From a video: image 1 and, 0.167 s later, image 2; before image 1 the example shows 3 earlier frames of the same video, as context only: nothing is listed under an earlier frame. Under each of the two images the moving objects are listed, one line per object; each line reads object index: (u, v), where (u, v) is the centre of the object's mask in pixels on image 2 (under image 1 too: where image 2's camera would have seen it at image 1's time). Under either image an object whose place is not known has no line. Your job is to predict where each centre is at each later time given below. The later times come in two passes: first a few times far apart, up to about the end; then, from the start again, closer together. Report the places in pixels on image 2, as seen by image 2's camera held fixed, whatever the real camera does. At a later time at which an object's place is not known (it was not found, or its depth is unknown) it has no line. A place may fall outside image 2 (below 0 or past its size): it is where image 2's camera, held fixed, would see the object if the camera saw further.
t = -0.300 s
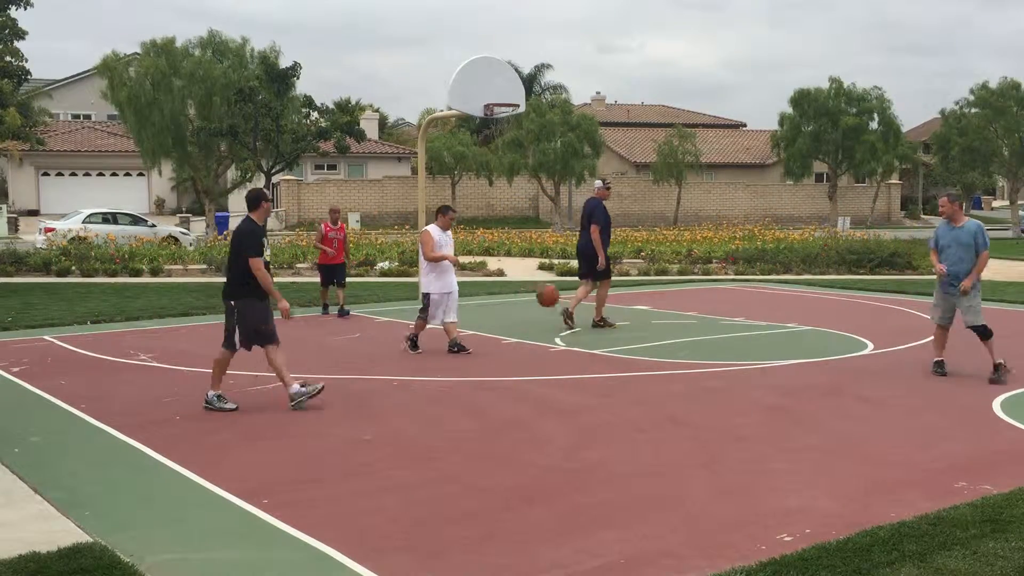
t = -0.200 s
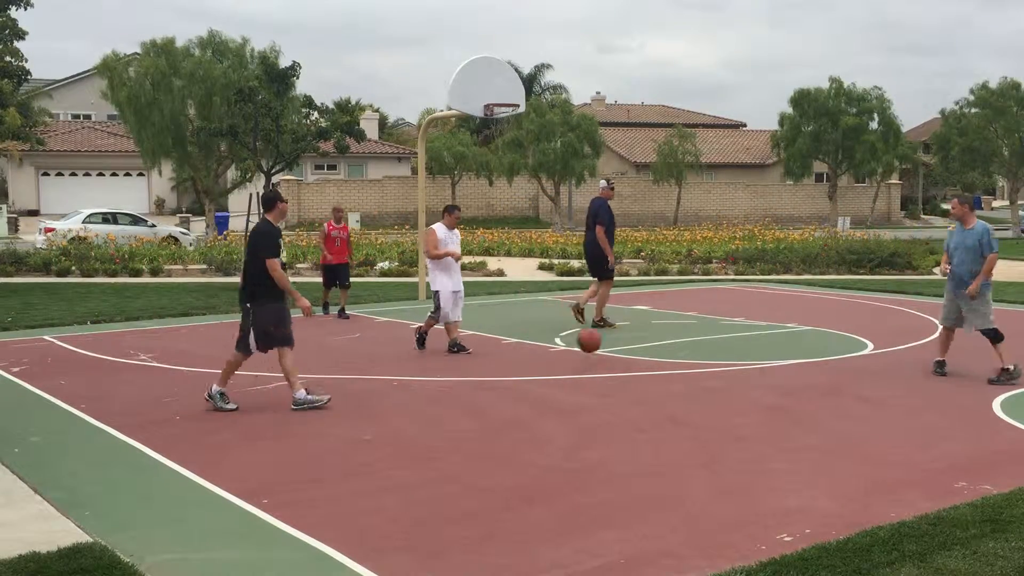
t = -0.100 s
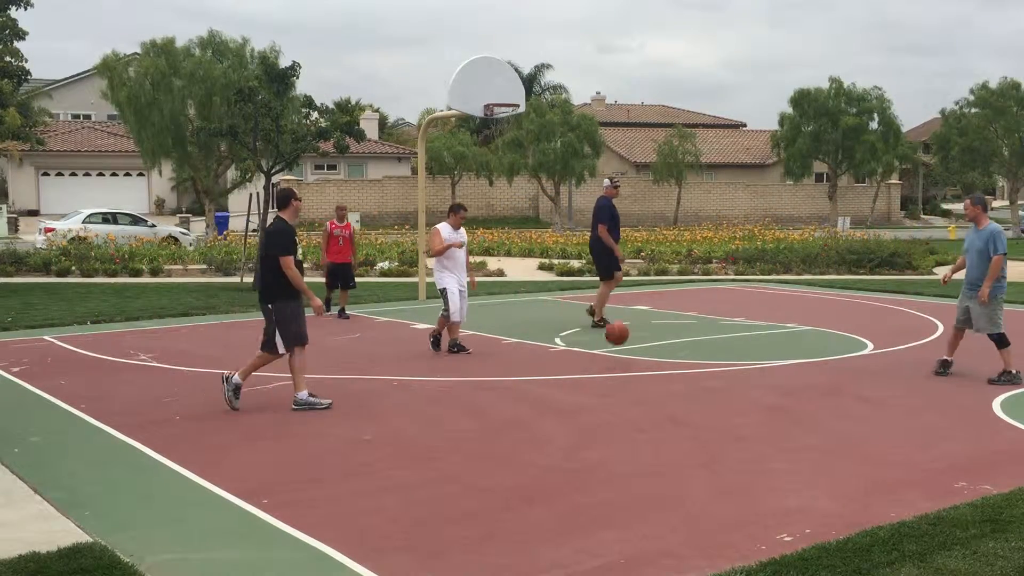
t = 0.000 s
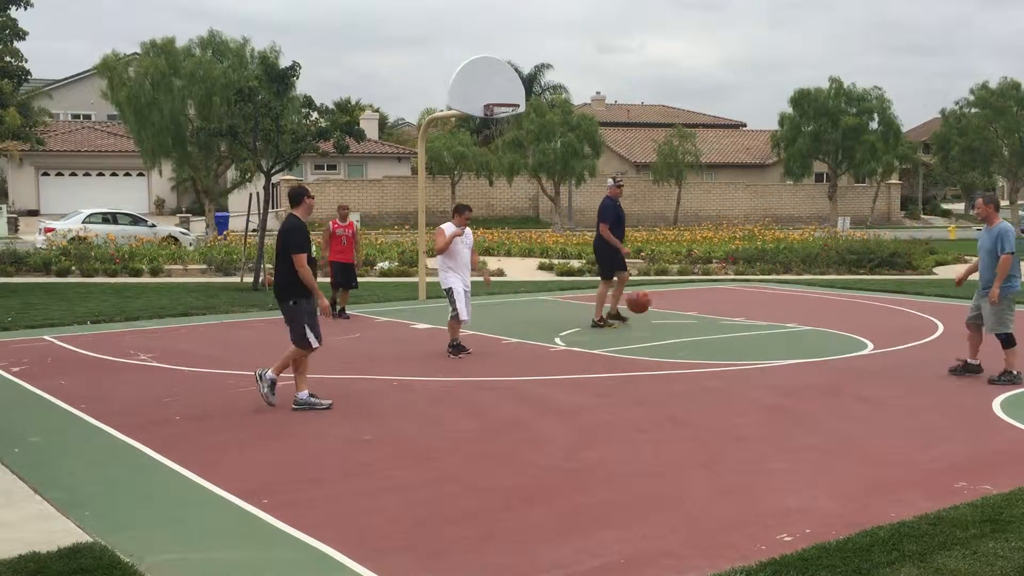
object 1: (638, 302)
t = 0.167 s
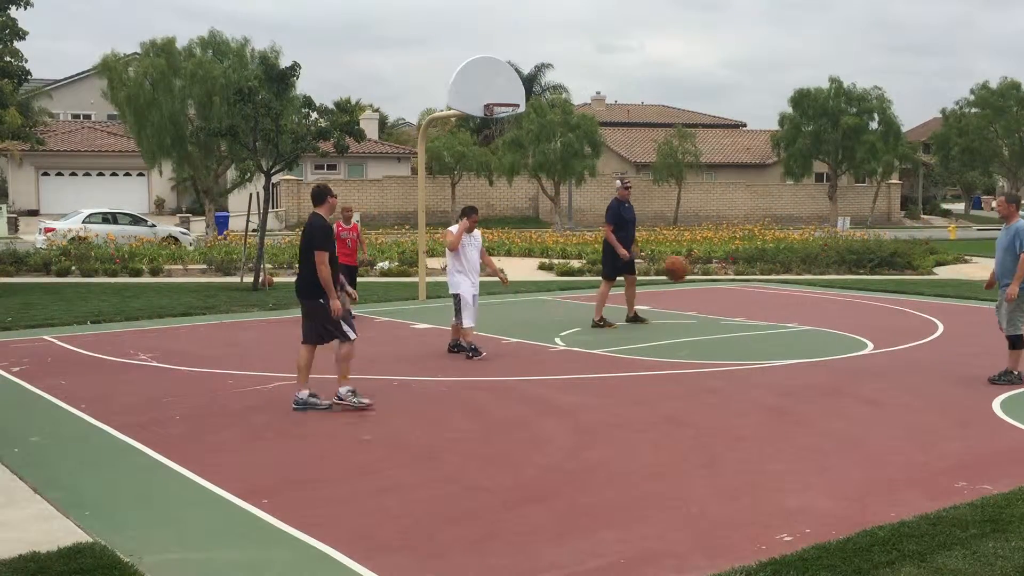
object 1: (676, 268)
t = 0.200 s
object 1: (684, 264)
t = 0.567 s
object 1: (773, 306)
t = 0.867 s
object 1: (851, 344)
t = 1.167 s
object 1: (939, 305)
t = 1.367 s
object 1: (1002, 338)
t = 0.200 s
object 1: (684, 264)
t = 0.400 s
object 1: (730, 268)
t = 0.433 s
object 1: (739, 273)
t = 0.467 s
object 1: (748, 279)
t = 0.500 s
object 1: (756, 287)
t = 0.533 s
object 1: (764, 295)
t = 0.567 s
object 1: (773, 306)
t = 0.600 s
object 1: (781, 316)
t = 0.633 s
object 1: (789, 328)
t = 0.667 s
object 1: (798, 343)
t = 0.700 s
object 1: (807, 357)
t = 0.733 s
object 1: (816, 376)
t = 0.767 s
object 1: (824, 378)
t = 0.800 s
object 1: (833, 365)
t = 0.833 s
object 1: (842, 354)
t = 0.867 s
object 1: (851, 344)
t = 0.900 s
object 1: (860, 336)
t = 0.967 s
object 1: (880, 320)
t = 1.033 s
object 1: (899, 311)
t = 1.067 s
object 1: (909, 307)
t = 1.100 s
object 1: (919, 304)
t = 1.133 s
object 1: (929, 304)
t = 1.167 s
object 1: (939, 305)
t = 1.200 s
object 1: (949, 307)
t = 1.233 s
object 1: (959, 310)
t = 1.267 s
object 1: (970, 315)
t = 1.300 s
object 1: (981, 321)
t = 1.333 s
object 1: (991, 329)
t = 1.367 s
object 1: (1002, 338)
